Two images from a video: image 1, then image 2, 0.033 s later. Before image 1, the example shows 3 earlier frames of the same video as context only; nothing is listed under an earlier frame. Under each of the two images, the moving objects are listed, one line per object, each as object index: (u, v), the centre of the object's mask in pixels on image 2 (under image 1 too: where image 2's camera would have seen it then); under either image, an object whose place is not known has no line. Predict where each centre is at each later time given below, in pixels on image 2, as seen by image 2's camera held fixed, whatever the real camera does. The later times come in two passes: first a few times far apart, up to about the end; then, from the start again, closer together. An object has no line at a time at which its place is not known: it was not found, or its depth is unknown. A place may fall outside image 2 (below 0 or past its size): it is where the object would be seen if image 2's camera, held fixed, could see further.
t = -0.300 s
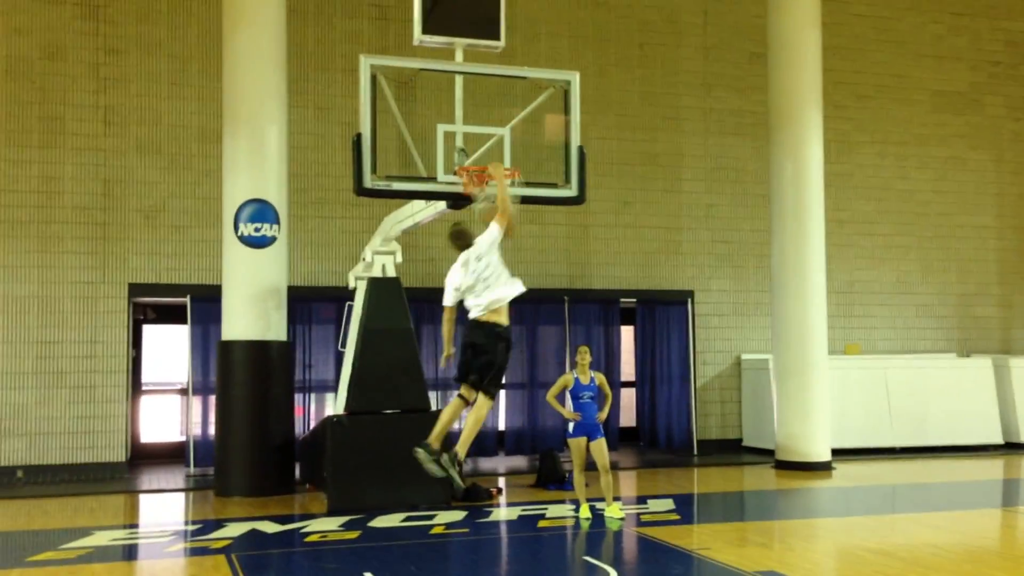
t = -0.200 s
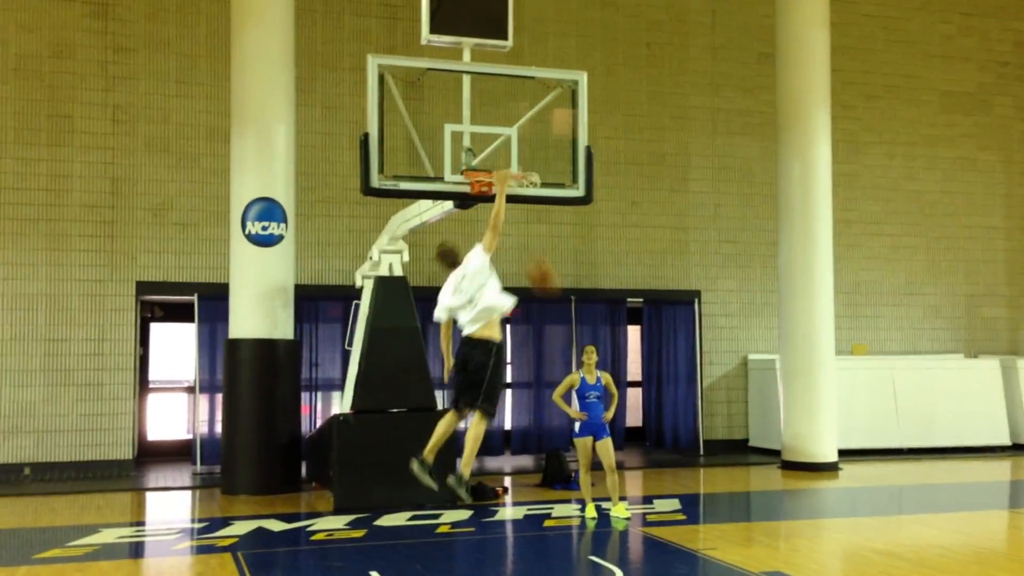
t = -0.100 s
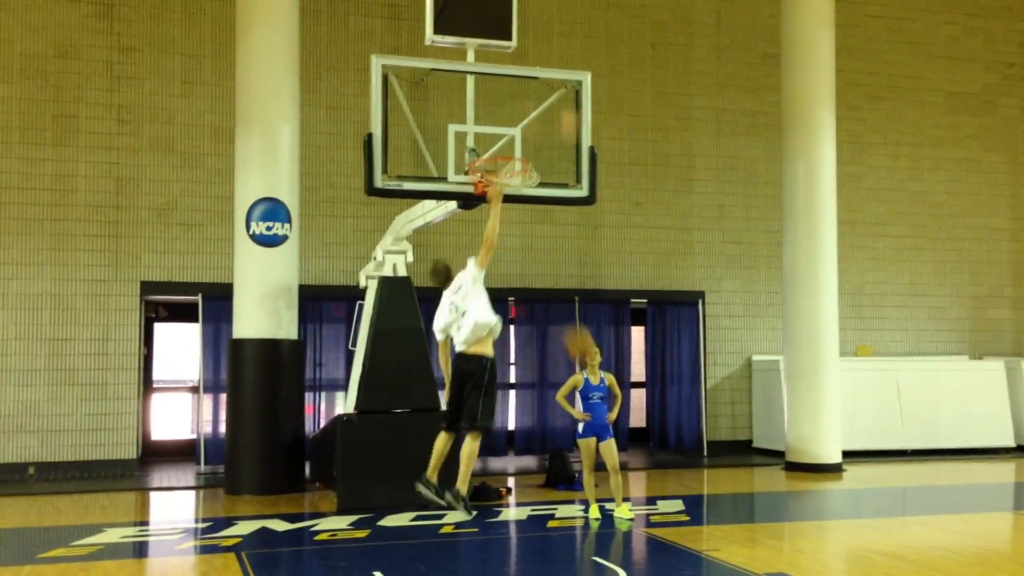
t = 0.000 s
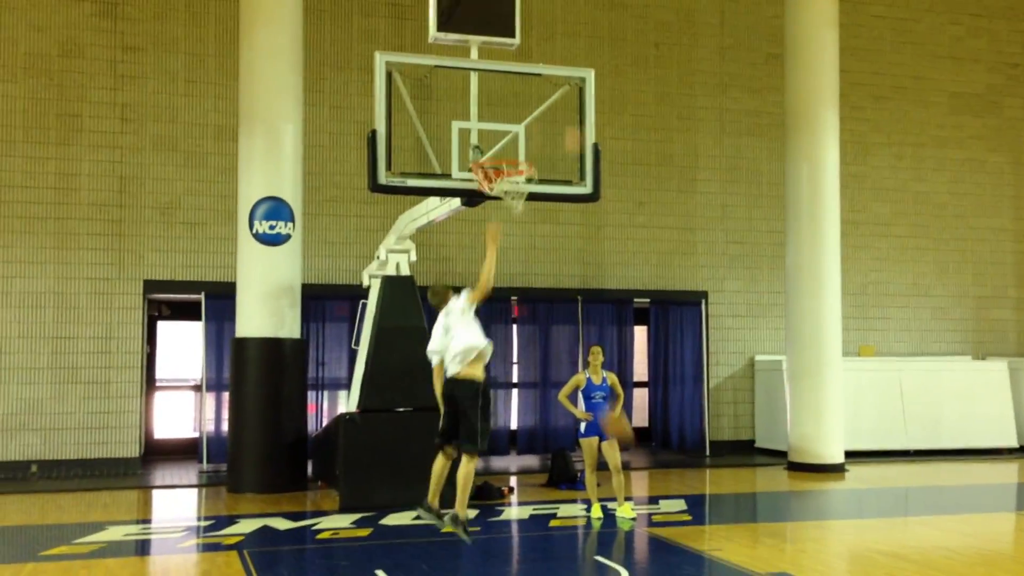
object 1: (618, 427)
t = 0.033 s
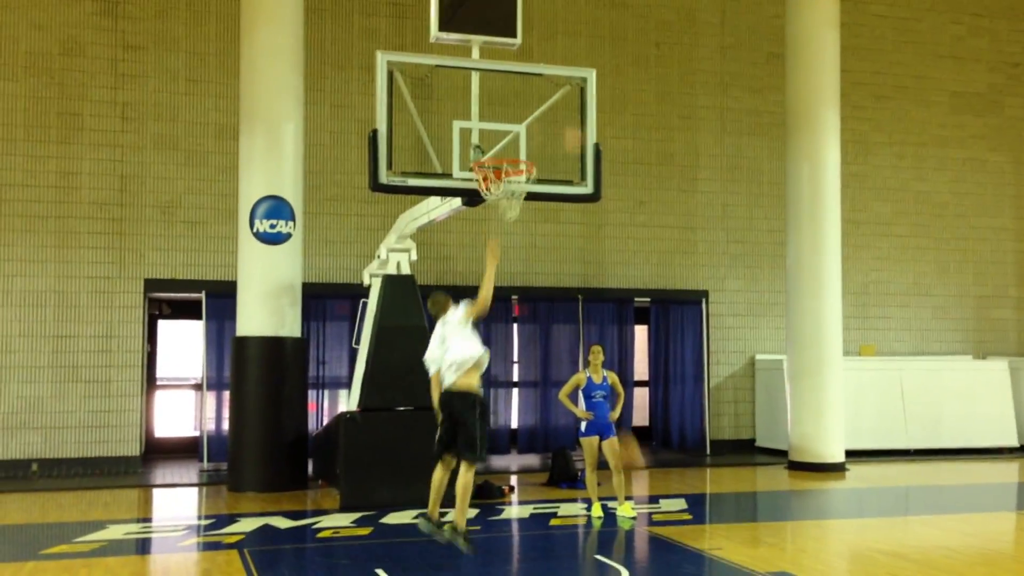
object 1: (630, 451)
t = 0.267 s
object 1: (696, 450)
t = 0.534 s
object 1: (777, 325)
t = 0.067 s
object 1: (639, 484)
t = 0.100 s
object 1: (649, 519)
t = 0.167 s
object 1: (667, 523)
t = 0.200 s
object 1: (679, 493)
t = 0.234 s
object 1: (689, 472)
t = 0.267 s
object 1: (696, 450)
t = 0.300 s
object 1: (706, 433)
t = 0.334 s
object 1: (717, 411)
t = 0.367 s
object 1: (726, 394)
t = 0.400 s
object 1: (737, 378)
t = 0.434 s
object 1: (746, 363)
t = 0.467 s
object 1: (756, 350)
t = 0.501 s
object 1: (768, 335)
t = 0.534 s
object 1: (777, 325)
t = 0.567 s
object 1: (788, 315)
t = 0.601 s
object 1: (798, 306)
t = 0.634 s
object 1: (809, 298)
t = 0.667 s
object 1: (820, 292)
